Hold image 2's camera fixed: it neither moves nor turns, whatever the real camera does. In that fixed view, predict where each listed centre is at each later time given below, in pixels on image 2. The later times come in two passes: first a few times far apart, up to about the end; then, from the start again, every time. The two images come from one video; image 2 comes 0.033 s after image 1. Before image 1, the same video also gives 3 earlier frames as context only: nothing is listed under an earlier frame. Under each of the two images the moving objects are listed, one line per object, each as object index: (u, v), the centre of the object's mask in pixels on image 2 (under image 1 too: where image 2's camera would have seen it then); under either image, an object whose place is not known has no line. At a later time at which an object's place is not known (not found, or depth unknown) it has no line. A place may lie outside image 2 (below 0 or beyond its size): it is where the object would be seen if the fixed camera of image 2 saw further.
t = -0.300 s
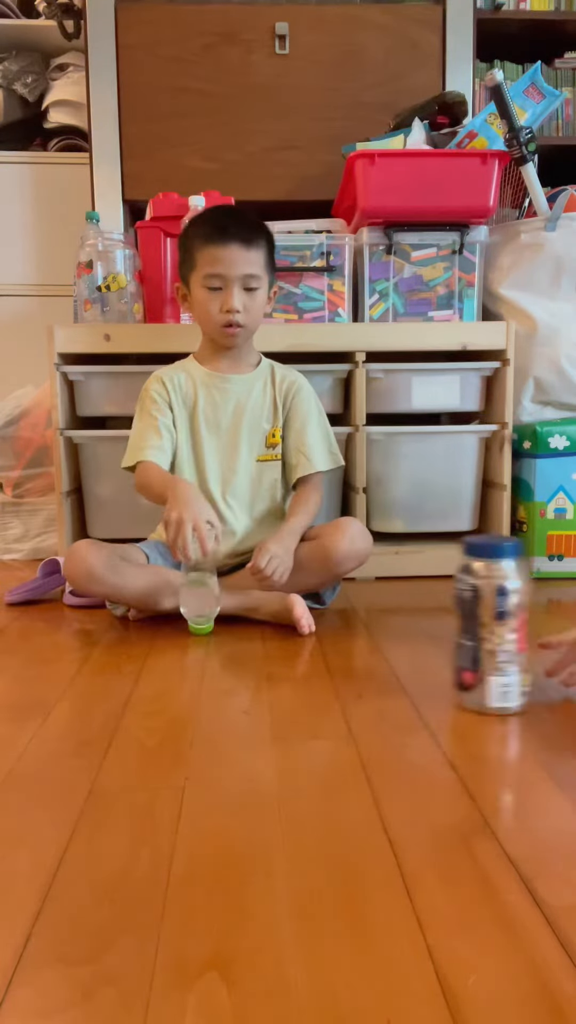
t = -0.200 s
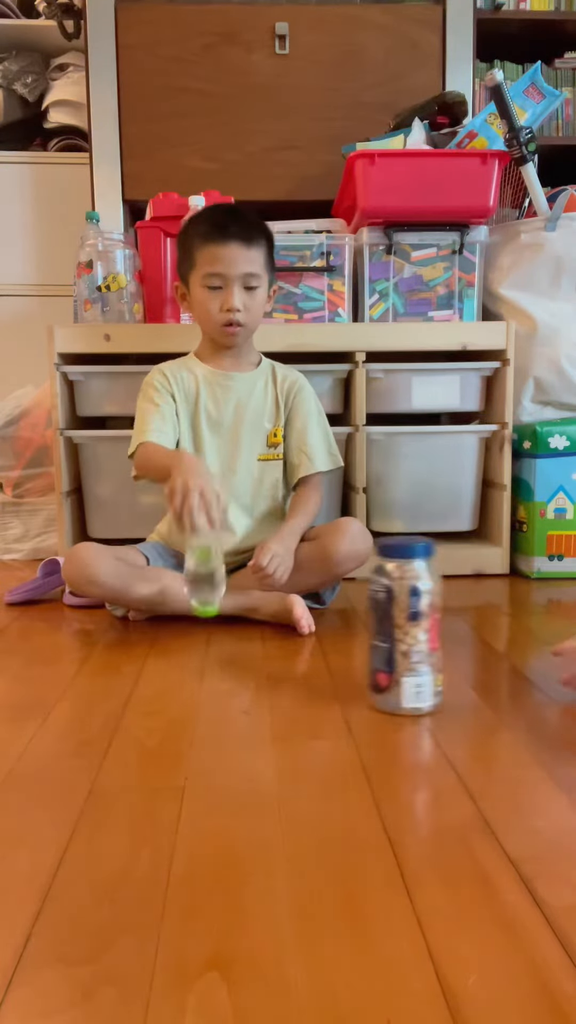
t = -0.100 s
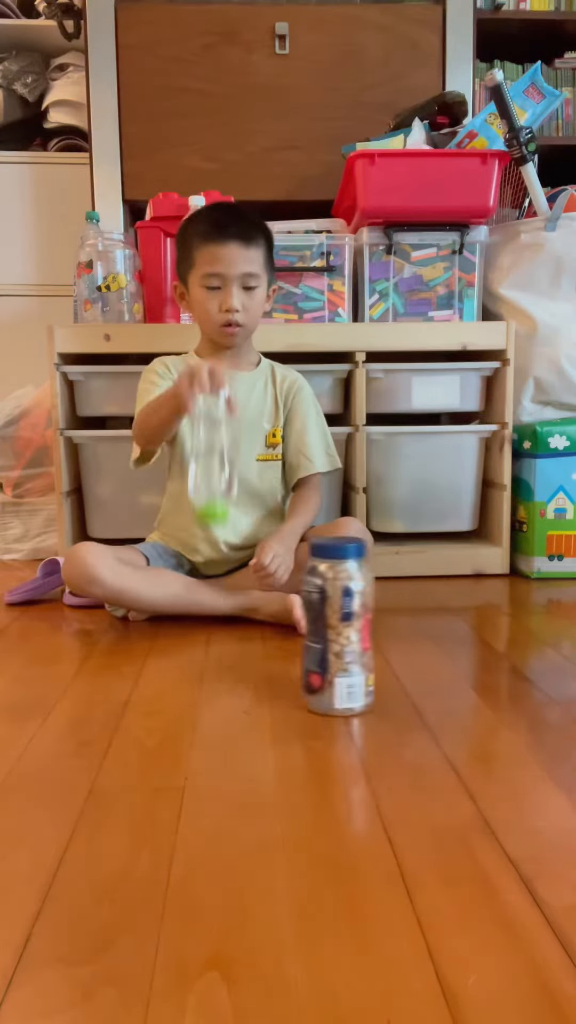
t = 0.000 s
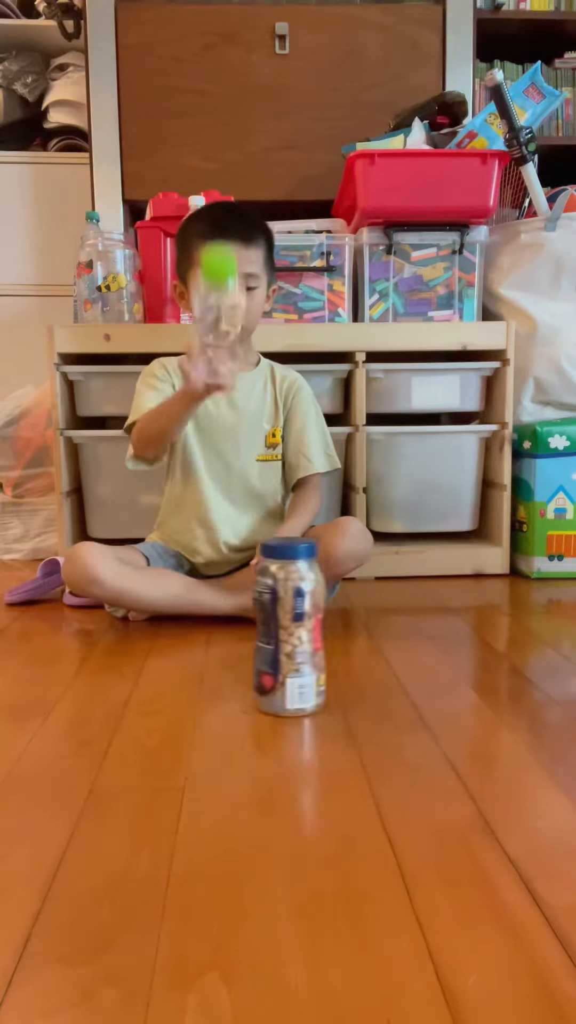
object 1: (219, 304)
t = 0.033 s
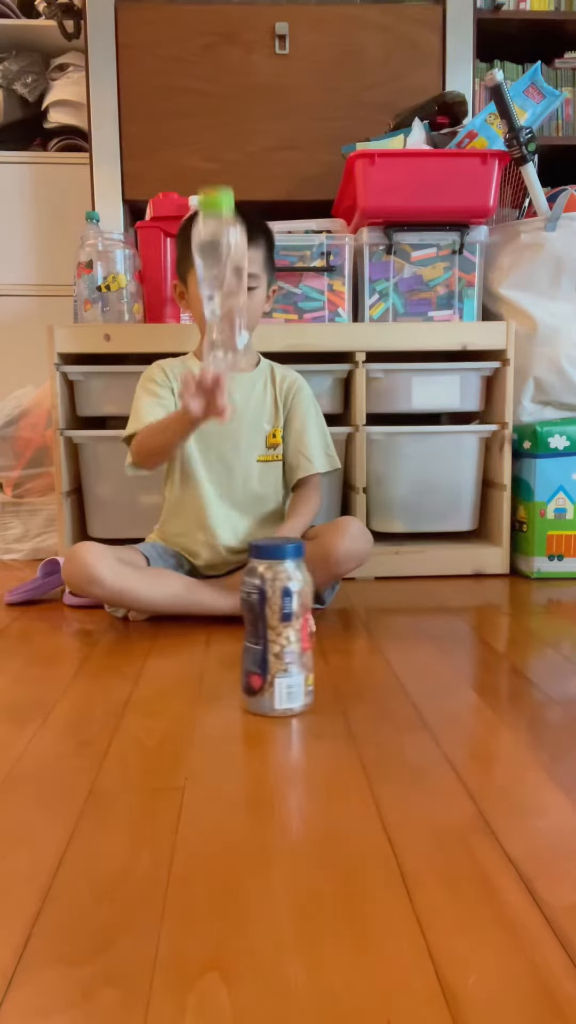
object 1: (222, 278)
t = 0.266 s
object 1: (241, 201)
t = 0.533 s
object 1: (240, 509)
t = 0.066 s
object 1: (227, 243)
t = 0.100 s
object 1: (226, 212)
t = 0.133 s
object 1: (229, 190)
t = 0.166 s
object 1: (234, 169)
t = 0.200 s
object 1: (235, 164)
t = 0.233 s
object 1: (238, 176)
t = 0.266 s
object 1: (241, 201)
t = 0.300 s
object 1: (244, 238)
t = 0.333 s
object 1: (245, 282)
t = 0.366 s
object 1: (248, 339)
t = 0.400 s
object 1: (253, 415)
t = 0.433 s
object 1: (250, 451)
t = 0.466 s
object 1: (248, 460)
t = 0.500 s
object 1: (245, 477)
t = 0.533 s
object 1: (240, 509)
